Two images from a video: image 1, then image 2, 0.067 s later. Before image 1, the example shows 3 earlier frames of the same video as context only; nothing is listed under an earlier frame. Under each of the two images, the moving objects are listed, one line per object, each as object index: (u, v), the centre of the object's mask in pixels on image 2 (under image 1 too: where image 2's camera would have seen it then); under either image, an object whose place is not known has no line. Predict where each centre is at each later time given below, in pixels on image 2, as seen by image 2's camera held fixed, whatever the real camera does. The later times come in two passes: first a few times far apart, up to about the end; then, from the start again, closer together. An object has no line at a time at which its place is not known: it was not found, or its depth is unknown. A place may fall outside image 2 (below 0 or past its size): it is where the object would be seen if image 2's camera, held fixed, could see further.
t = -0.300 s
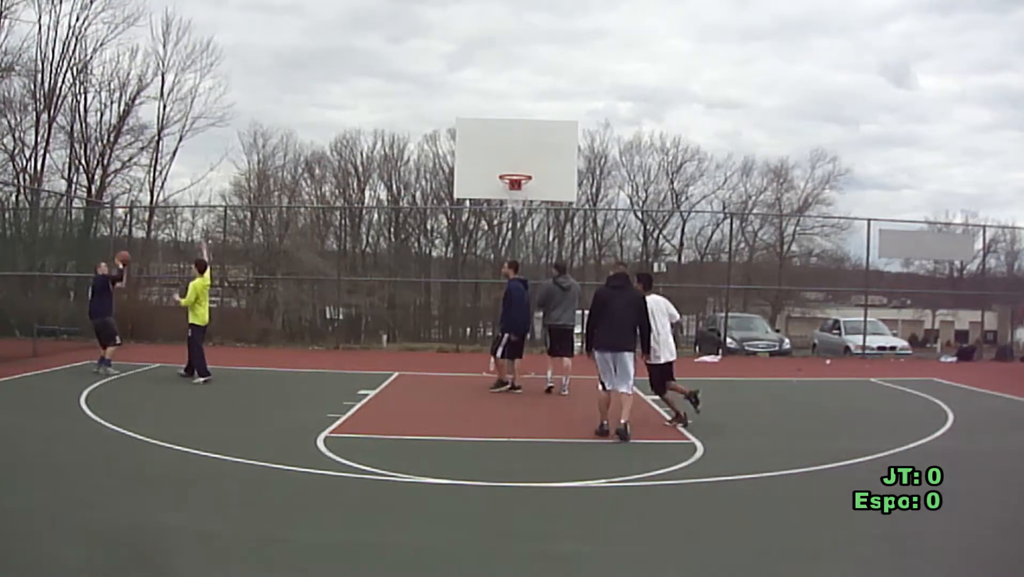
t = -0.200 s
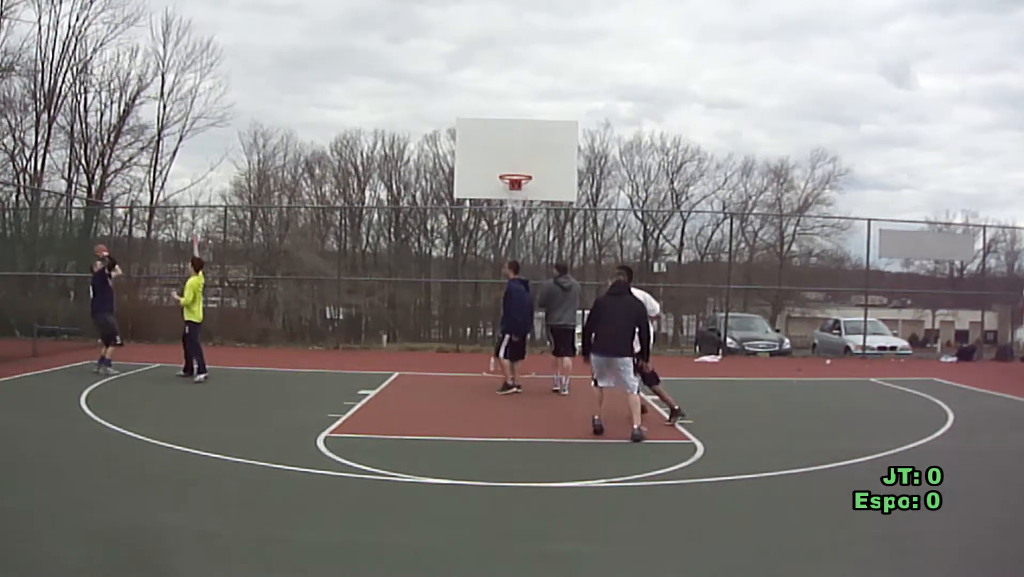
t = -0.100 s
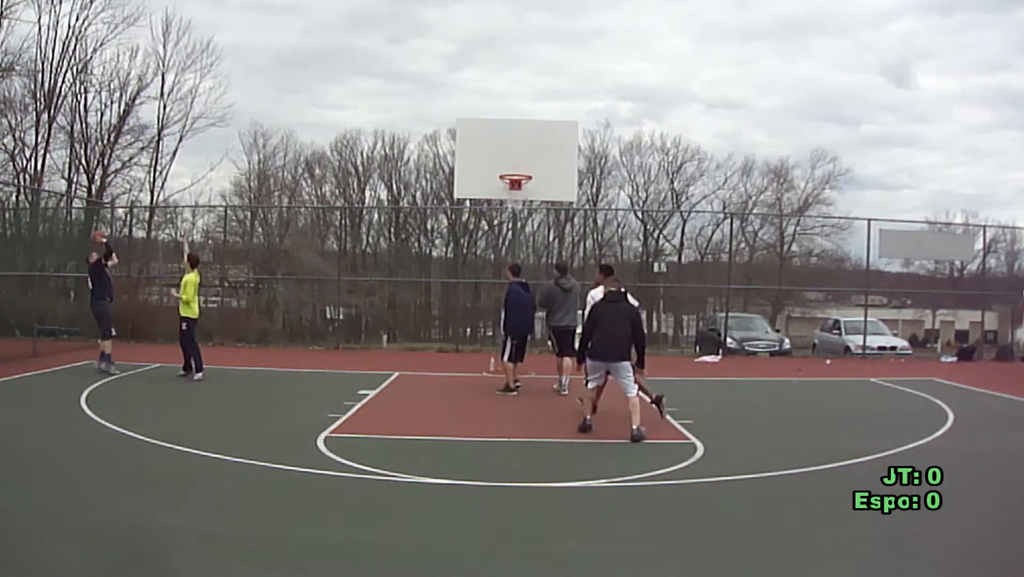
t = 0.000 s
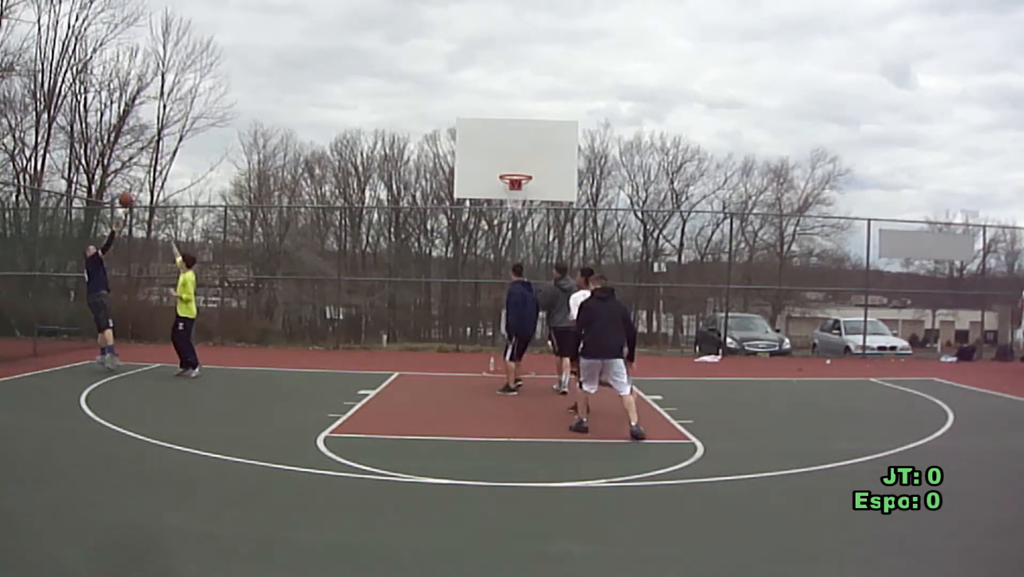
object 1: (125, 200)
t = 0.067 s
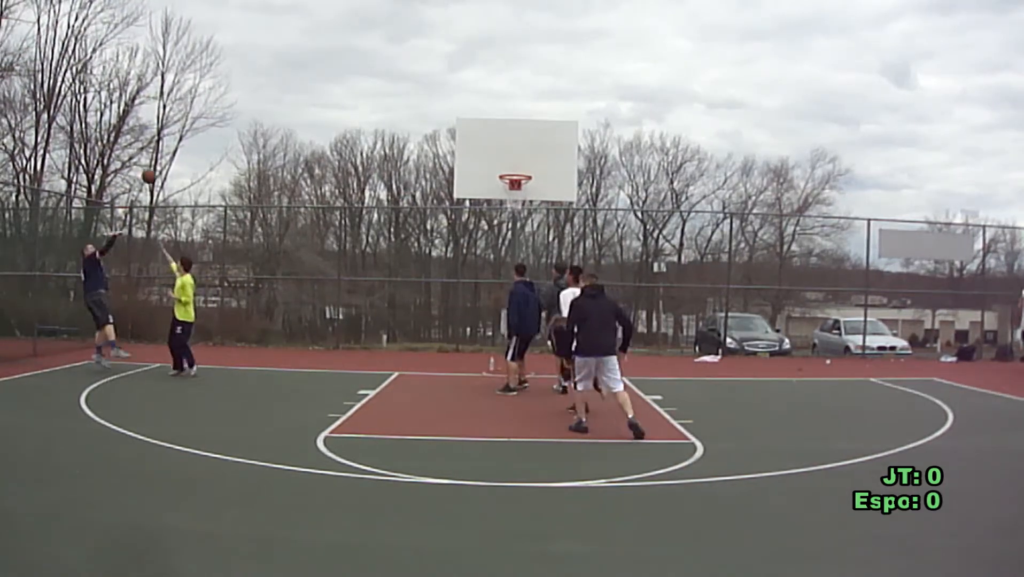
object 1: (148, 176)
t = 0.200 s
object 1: (197, 137)
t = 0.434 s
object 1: (283, 96)
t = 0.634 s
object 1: (358, 90)
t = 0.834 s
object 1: (434, 110)
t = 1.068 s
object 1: (522, 168)
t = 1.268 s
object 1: (482, 128)
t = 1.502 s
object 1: (425, 103)
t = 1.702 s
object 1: (376, 110)
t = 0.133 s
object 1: (173, 155)
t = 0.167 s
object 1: (185, 146)
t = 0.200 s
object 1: (197, 137)
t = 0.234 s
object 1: (209, 129)
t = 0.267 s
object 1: (221, 122)
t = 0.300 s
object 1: (233, 115)
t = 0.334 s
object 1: (245, 110)
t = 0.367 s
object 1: (258, 104)
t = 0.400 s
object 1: (270, 100)
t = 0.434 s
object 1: (283, 96)
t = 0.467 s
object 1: (295, 93)
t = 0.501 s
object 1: (308, 91)
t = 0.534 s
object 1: (320, 90)
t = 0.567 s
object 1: (332, 89)
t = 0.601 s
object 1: (345, 89)
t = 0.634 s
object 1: (358, 90)
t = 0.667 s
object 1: (371, 91)
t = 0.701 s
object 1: (383, 94)
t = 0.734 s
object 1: (396, 97)
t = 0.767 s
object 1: (408, 100)
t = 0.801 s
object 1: (421, 105)
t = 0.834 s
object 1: (434, 110)
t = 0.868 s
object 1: (446, 116)
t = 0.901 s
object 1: (459, 123)
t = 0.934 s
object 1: (472, 130)
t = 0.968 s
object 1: (484, 139)
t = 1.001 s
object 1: (497, 148)
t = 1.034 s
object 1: (510, 158)
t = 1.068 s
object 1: (522, 168)
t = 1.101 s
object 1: (523, 168)
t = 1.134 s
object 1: (515, 159)
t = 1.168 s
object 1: (507, 150)
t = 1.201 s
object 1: (499, 142)
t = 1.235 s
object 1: (490, 134)
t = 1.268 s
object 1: (482, 128)
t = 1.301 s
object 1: (474, 122)
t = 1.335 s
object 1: (466, 118)
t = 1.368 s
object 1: (458, 113)
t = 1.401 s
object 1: (450, 110)
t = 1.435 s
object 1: (442, 107)
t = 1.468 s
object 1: (433, 104)
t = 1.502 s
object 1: (425, 103)
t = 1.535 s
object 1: (417, 102)
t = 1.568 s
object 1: (409, 102)
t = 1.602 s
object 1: (401, 103)
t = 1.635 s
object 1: (393, 105)
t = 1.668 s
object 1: (384, 107)
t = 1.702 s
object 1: (376, 110)
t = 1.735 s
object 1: (368, 114)
